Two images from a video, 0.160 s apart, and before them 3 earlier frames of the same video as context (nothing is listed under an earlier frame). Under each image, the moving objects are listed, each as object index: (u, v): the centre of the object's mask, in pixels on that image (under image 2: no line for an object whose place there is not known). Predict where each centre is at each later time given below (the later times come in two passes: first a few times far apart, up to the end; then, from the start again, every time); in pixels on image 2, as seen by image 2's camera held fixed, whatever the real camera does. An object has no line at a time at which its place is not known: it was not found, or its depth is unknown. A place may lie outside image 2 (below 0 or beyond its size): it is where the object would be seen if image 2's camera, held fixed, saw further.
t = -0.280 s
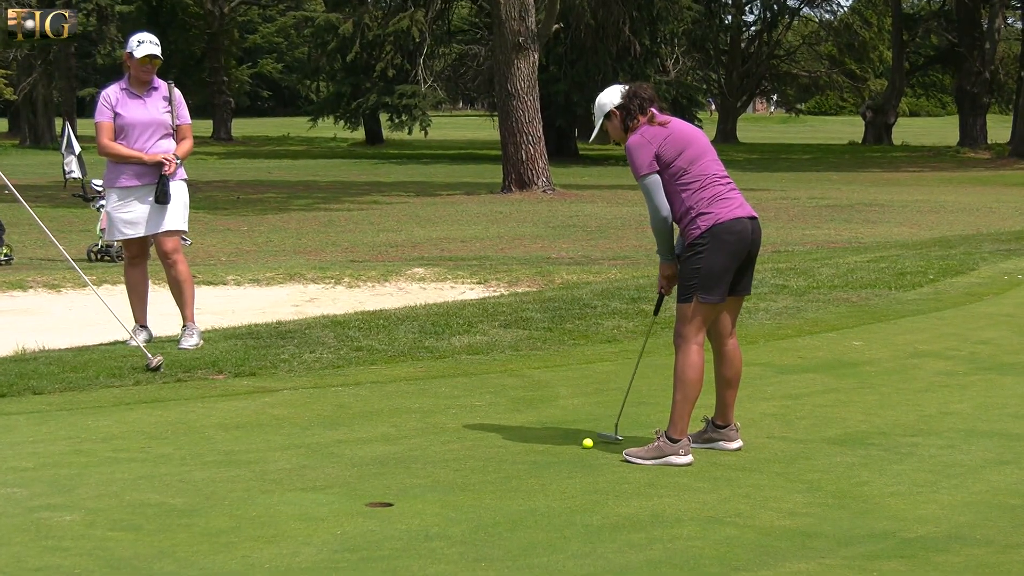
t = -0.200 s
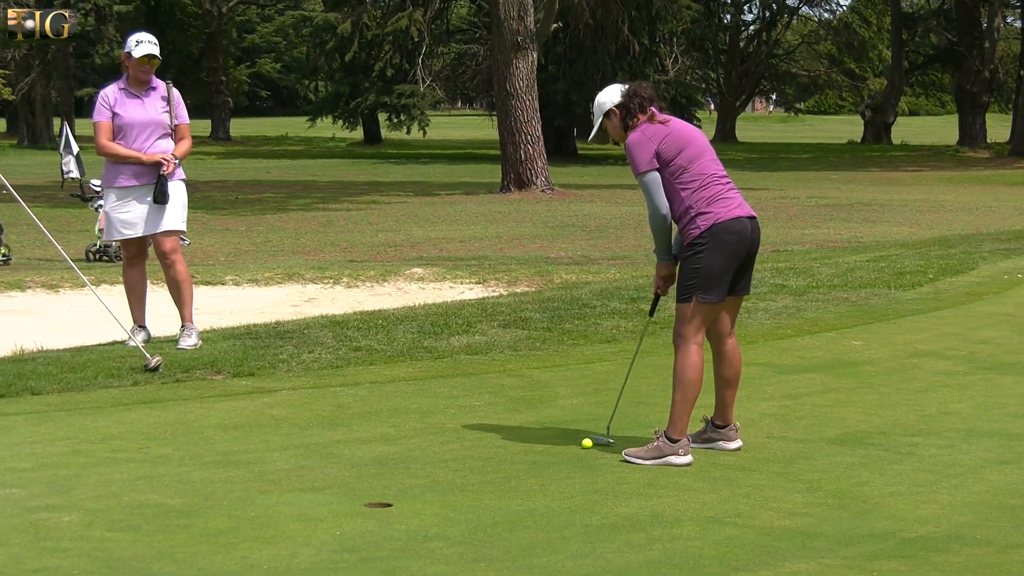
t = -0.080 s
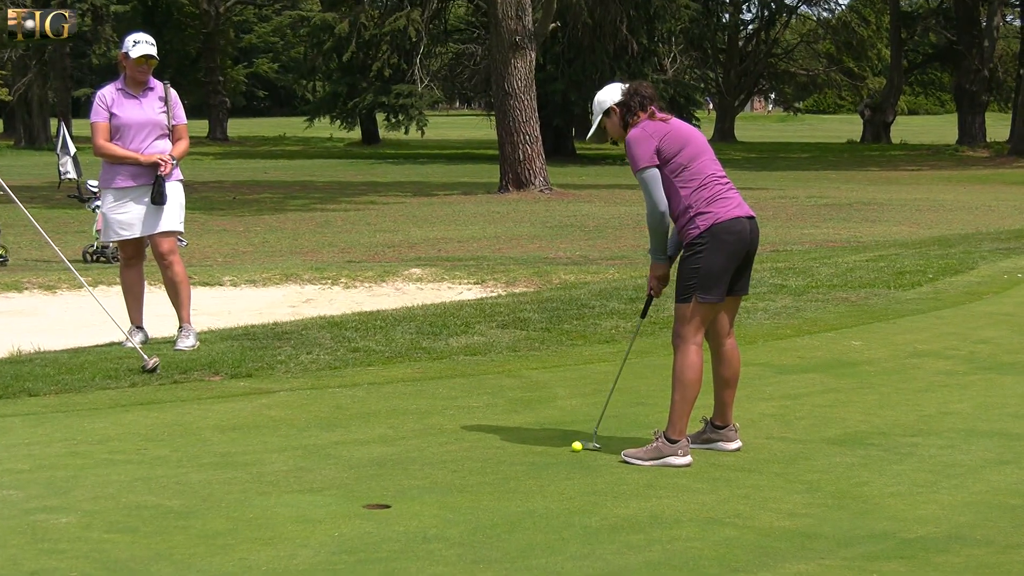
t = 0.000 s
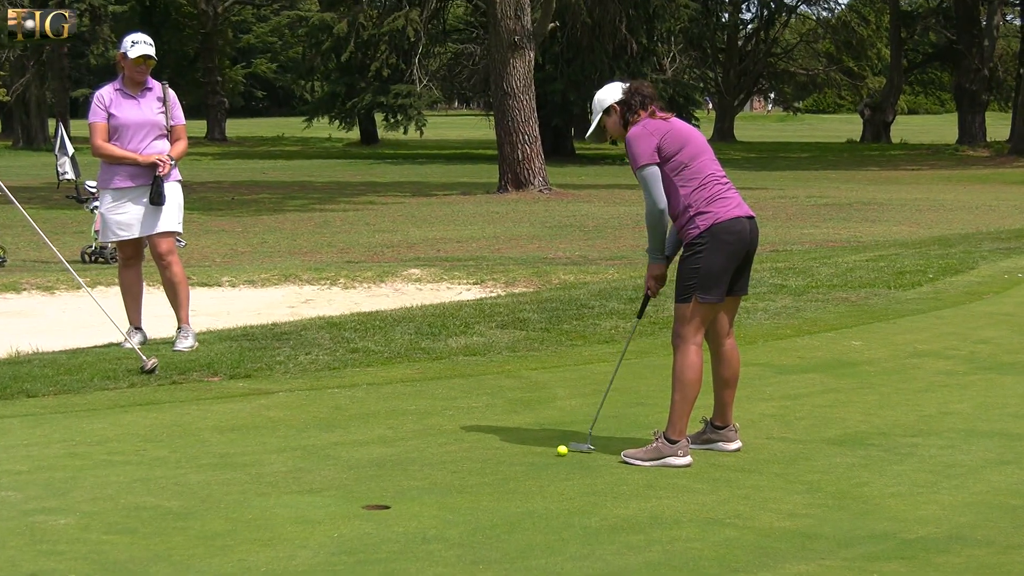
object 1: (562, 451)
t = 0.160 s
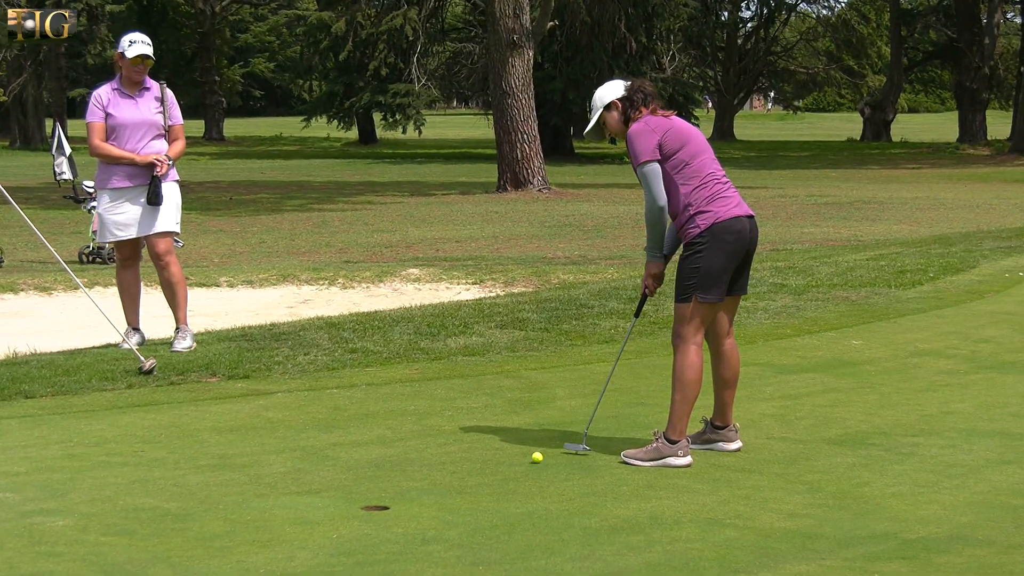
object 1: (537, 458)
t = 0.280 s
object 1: (518, 462)
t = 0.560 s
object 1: (473, 473)
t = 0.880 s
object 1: (426, 483)
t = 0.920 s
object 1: (420, 484)
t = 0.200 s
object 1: (530, 459)
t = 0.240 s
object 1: (524, 461)
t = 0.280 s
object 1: (518, 462)
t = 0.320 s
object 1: (511, 464)
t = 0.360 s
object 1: (505, 465)
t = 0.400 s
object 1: (498, 467)
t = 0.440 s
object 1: (492, 469)
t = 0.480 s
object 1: (486, 470)
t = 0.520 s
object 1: (480, 471)
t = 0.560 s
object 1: (473, 473)
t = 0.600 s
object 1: (467, 474)
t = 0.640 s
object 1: (461, 475)
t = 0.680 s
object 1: (455, 477)
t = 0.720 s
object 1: (449, 478)
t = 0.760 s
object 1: (443, 479)
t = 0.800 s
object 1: (437, 480)
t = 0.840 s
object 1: (431, 482)
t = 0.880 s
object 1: (426, 483)
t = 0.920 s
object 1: (420, 484)
